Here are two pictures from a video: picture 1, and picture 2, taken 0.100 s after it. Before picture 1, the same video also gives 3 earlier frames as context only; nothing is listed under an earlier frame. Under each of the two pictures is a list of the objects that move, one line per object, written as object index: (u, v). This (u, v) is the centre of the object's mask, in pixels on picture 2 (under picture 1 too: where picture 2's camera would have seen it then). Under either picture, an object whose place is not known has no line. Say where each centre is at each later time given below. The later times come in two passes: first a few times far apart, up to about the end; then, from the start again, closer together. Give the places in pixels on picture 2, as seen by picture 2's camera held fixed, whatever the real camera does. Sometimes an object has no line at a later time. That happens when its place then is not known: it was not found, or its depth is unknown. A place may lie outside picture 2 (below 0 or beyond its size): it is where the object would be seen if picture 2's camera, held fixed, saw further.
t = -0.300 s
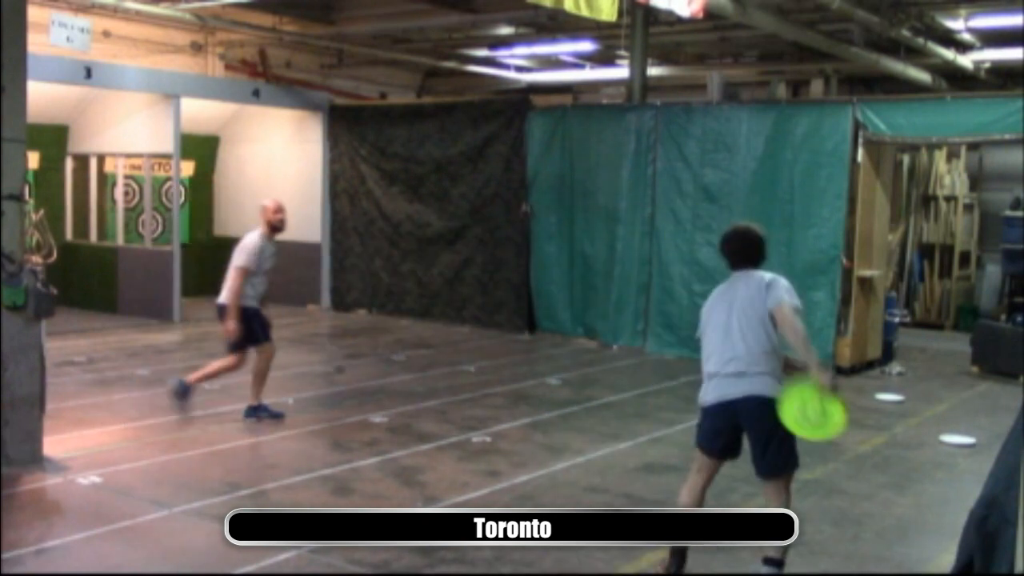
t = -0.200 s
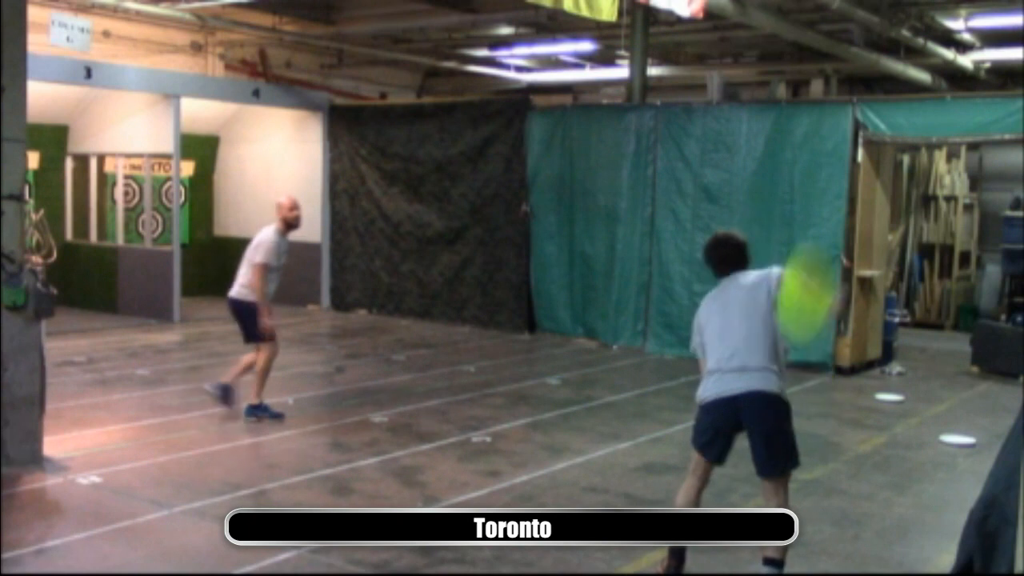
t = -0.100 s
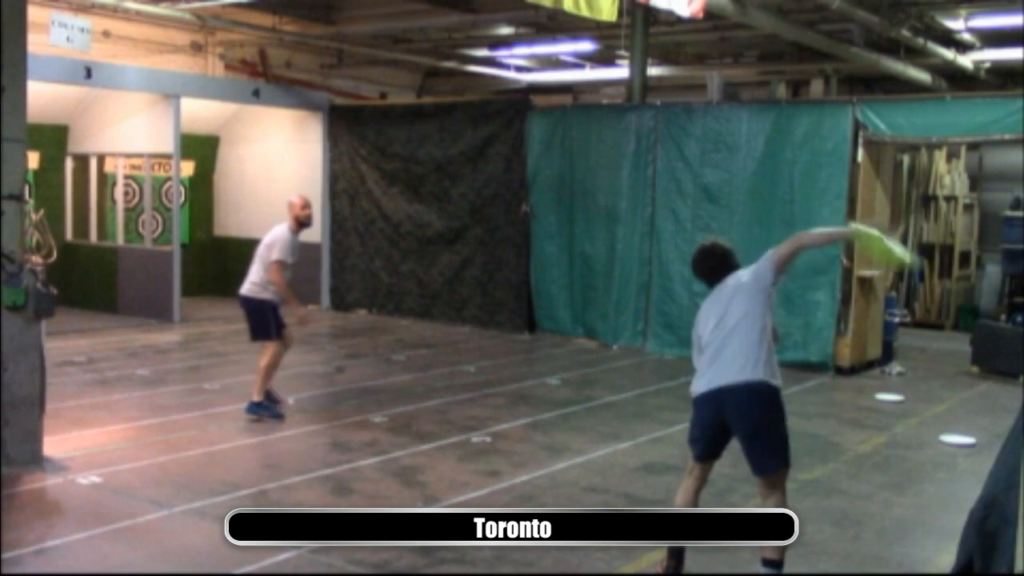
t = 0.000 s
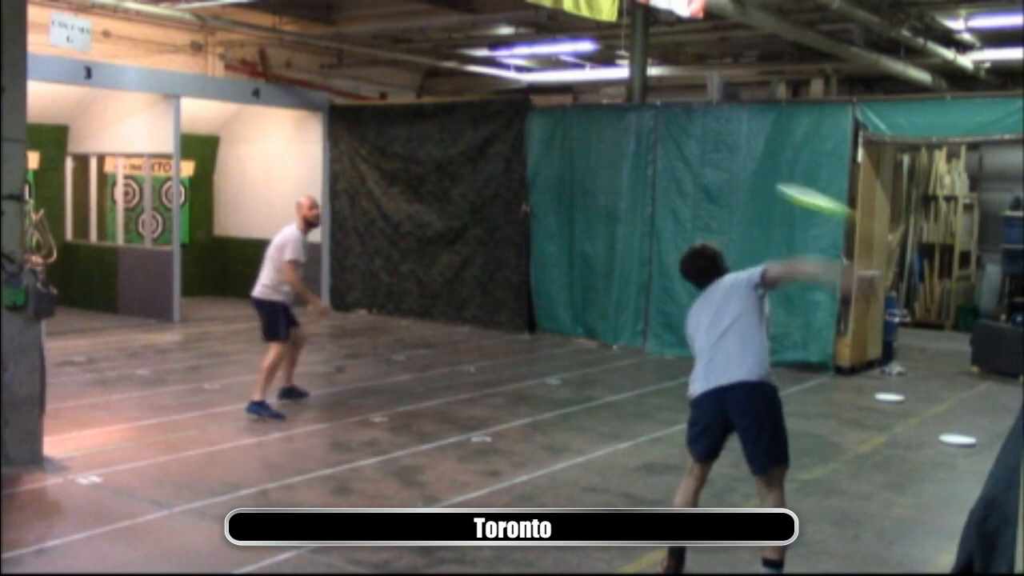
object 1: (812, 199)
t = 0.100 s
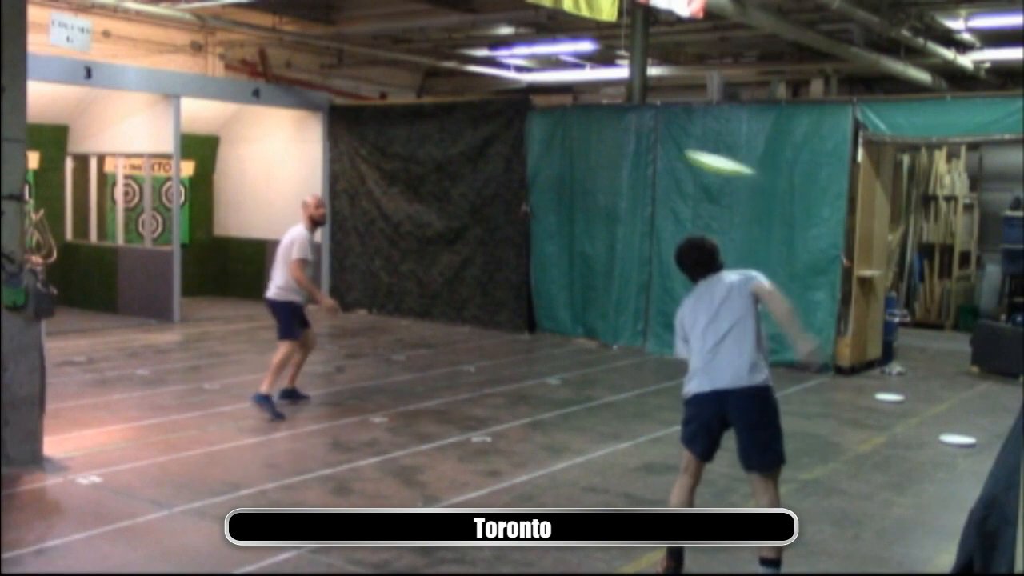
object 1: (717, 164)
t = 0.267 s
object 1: (592, 139)
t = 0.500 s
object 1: (462, 143)
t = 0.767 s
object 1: (358, 175)
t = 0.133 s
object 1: (690, 156)
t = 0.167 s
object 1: (665, 150)
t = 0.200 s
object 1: (638, 145)
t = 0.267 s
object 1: (592, 139)
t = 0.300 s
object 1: (571, 137)
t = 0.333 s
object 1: (549, 136)
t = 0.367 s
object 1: (530, 137)
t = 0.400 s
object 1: (513, 136)
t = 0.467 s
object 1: (477, 140)
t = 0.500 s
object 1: (462, 143)
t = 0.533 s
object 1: (447, 145)
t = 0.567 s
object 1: (433, 149)
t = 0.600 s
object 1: (418, 152)
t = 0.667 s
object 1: (392, 161)
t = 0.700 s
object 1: (380, 166)
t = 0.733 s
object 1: (369, 170)
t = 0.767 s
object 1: (358, 175)
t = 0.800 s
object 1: (348, 180)
